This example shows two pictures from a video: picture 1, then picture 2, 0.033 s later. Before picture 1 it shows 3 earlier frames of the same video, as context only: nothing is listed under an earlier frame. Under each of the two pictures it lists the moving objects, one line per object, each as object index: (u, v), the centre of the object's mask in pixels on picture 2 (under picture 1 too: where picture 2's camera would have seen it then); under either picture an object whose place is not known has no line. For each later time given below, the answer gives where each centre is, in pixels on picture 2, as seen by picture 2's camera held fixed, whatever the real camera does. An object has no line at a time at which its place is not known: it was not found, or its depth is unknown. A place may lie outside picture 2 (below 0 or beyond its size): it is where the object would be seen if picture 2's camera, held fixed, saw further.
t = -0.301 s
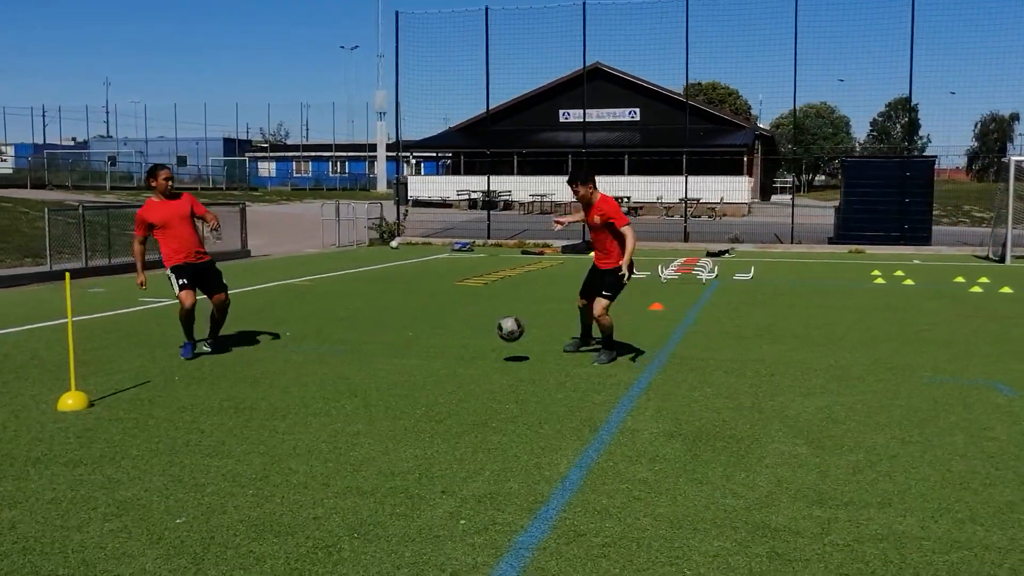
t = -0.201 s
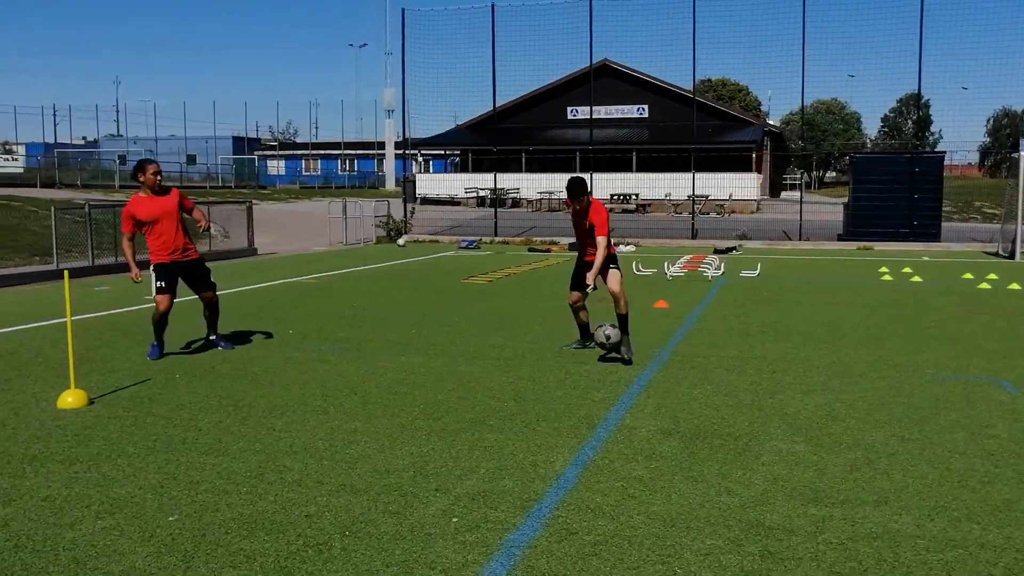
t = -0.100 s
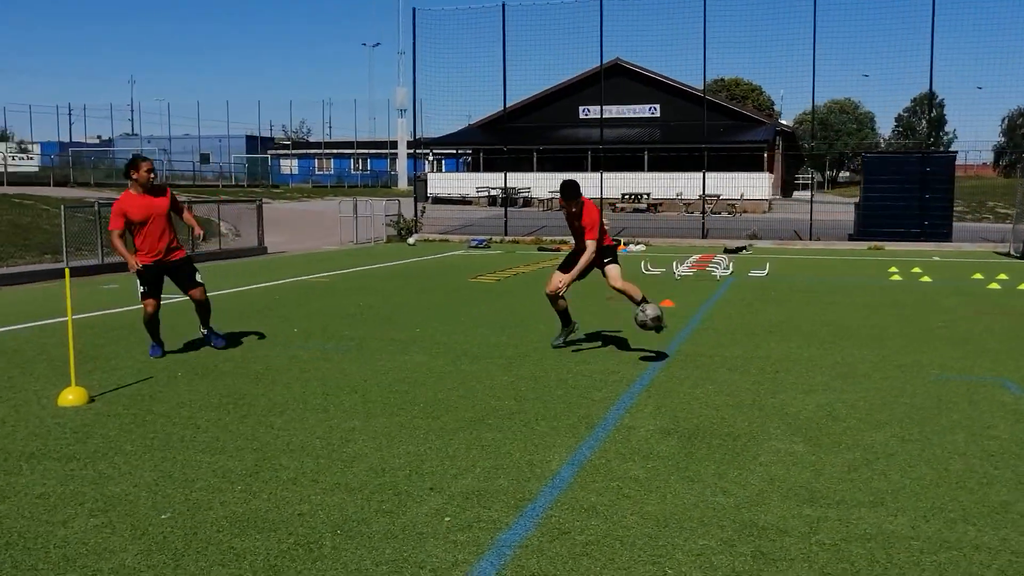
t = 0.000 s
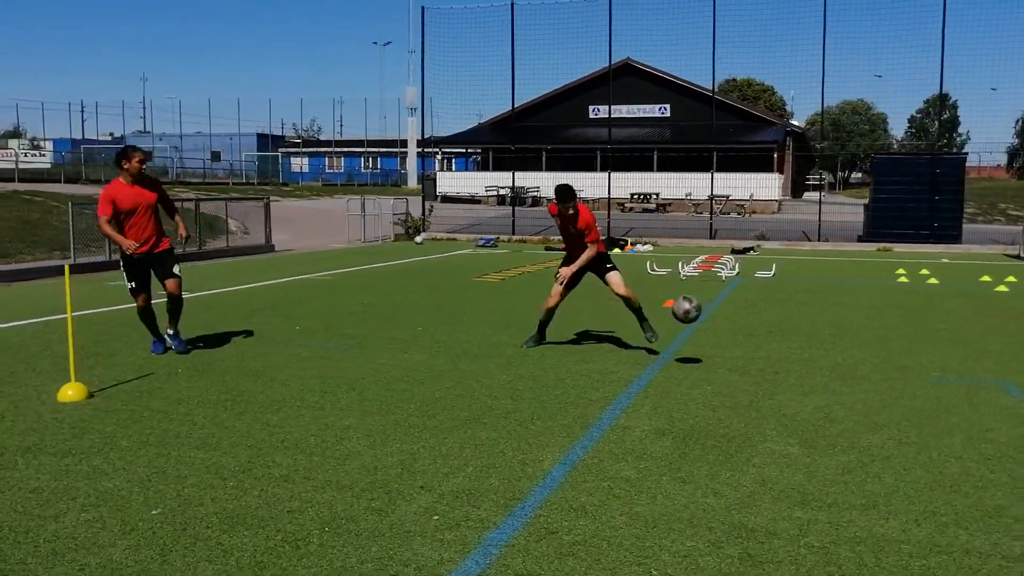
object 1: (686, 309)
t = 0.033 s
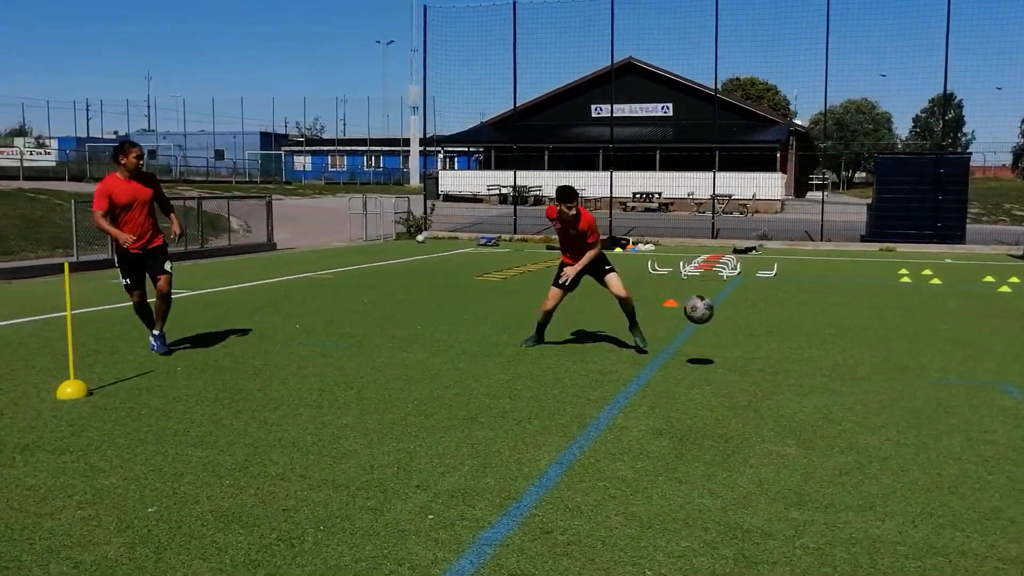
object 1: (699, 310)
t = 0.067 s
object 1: (712, 312)
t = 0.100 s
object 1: (725, 315)
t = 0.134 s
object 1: (737, 320)
